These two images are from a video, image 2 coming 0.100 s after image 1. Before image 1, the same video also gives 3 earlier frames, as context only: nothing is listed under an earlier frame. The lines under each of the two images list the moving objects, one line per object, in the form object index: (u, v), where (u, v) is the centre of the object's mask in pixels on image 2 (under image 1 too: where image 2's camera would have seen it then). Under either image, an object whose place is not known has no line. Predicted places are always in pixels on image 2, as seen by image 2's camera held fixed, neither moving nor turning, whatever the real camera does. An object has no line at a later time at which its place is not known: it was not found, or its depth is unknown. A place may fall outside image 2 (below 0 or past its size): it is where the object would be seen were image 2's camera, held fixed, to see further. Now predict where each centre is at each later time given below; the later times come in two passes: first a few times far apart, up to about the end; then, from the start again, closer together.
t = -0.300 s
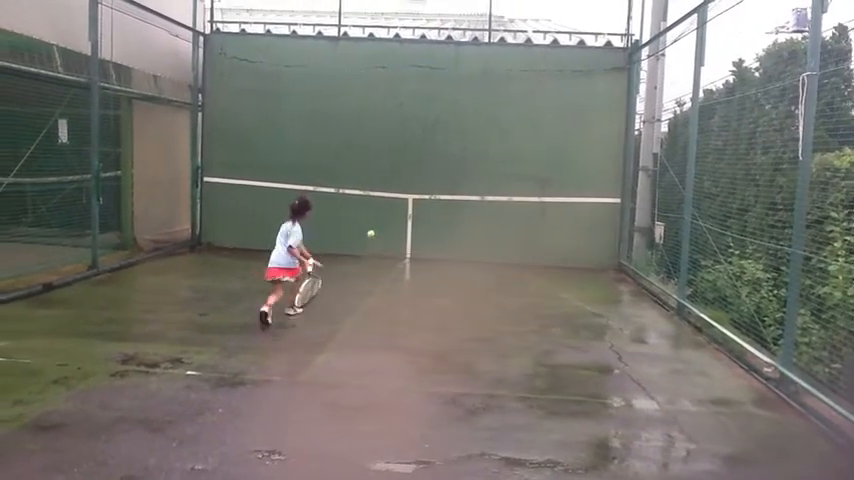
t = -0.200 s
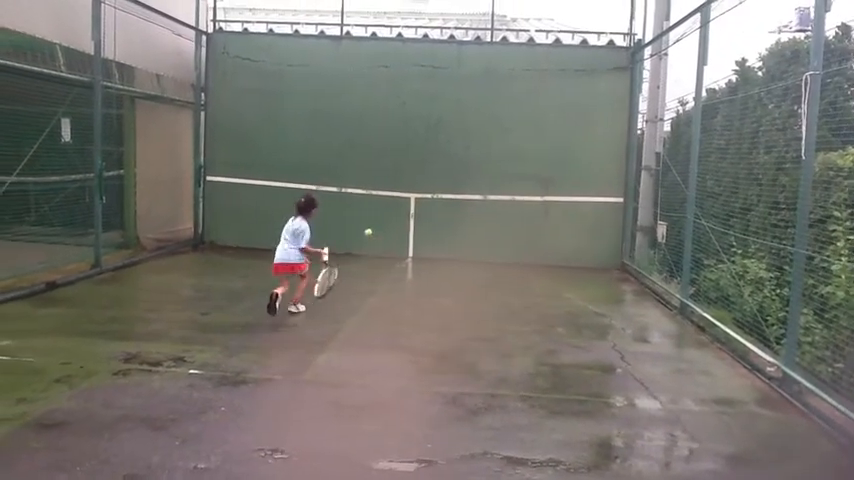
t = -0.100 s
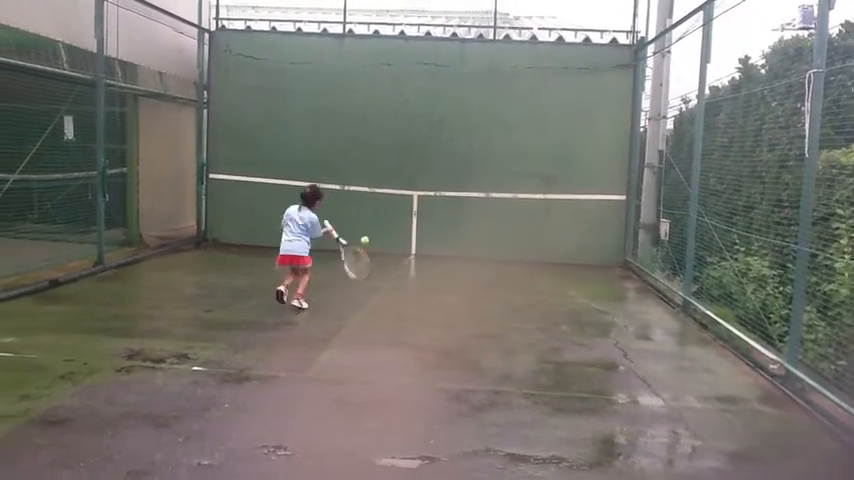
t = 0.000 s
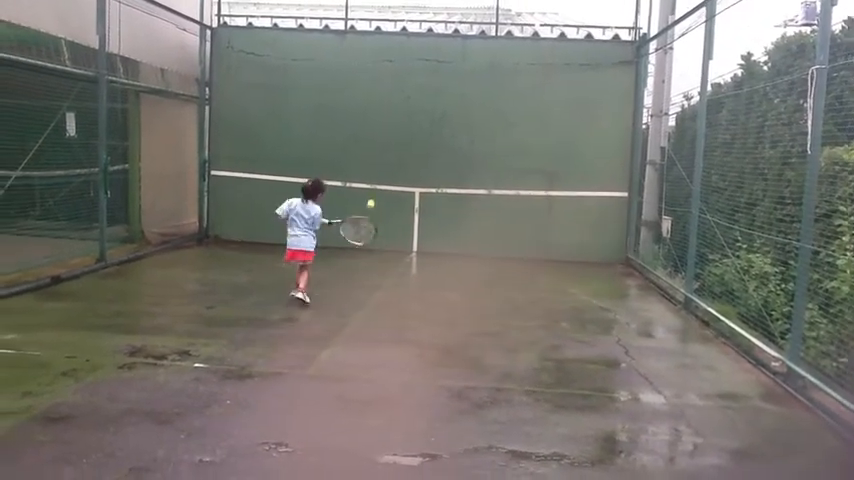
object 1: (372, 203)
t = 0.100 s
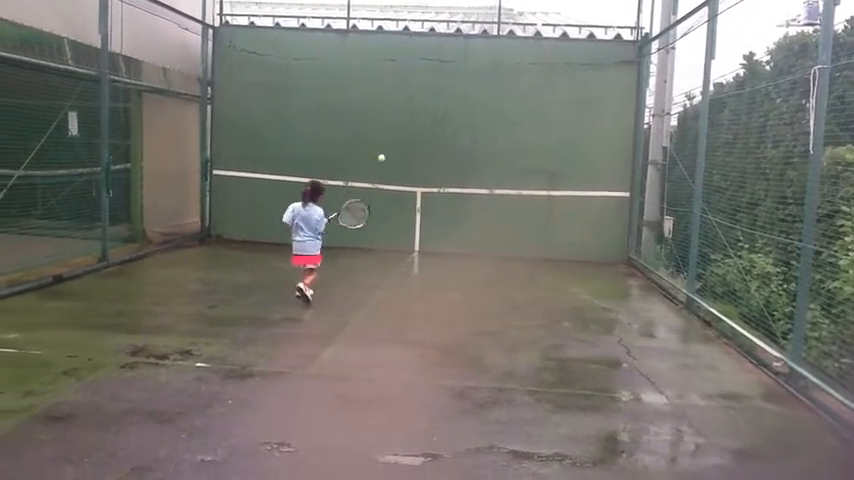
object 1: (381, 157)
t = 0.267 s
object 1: (392, 115)
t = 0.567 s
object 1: (383, 106)
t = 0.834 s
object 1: (353, 162)
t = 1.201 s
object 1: (308, 245)
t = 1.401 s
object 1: (292, 198)
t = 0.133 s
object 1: (384, 146)
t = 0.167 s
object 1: (386, 136)
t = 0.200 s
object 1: (388, 129)
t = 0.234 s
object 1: (390, 122)
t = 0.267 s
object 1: (392, 115)
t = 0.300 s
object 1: (393, 112)
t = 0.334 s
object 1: (395, 109)
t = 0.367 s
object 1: (398, 107)
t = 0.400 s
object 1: (397, 105)
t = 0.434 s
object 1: (393, 103)
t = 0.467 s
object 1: (392, 102)
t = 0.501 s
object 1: (389, 103)
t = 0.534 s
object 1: (386, 104)
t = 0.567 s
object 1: (383, 106)
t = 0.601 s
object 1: (379, 109)
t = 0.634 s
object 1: (376, 113)
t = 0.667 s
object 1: (373, 118)
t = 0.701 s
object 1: (369, 124)
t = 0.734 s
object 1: (366, 131)
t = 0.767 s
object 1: (361, 140)
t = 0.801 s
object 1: (357, 150)
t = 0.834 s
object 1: (353, 162)
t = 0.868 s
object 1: (348, 175)
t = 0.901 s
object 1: (344, 189)
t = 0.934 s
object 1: (339, 206)
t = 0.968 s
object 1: (334, 224)
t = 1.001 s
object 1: (329, 245)
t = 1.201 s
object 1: (308, 245)
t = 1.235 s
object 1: (305, 235)
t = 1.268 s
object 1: (303, 225)
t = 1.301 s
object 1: (300, 217)
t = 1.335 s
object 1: (298, 210)
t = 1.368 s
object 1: (295, 203)
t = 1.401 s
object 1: (292, 198)
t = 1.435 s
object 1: (289, 195)
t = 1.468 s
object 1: (286, 192)
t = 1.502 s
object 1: (283, 191)
